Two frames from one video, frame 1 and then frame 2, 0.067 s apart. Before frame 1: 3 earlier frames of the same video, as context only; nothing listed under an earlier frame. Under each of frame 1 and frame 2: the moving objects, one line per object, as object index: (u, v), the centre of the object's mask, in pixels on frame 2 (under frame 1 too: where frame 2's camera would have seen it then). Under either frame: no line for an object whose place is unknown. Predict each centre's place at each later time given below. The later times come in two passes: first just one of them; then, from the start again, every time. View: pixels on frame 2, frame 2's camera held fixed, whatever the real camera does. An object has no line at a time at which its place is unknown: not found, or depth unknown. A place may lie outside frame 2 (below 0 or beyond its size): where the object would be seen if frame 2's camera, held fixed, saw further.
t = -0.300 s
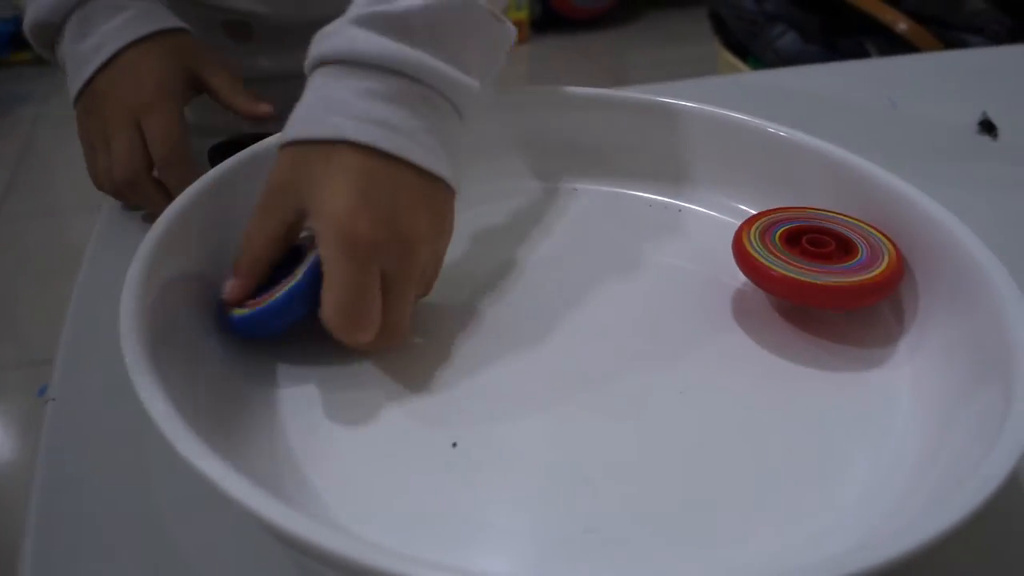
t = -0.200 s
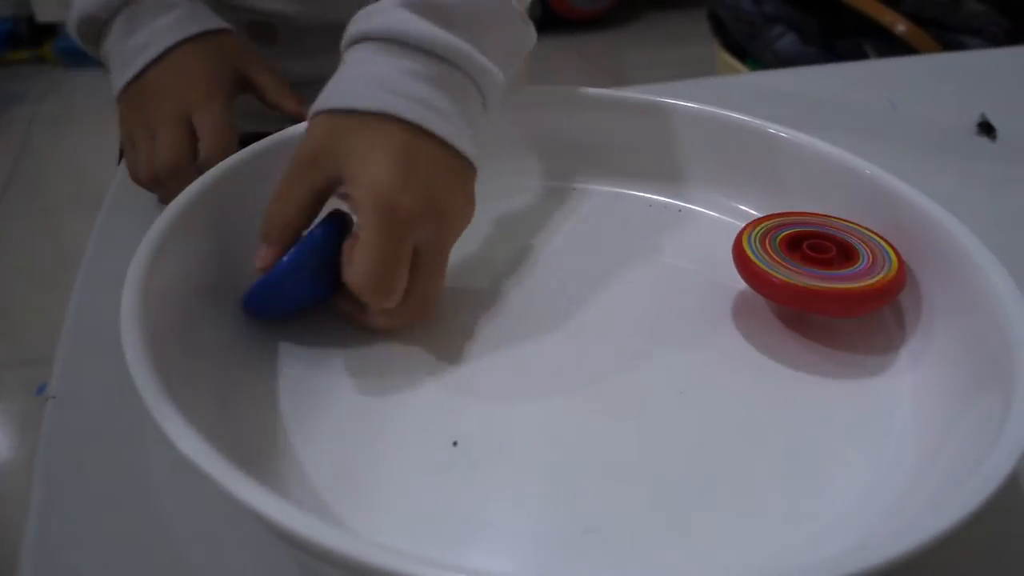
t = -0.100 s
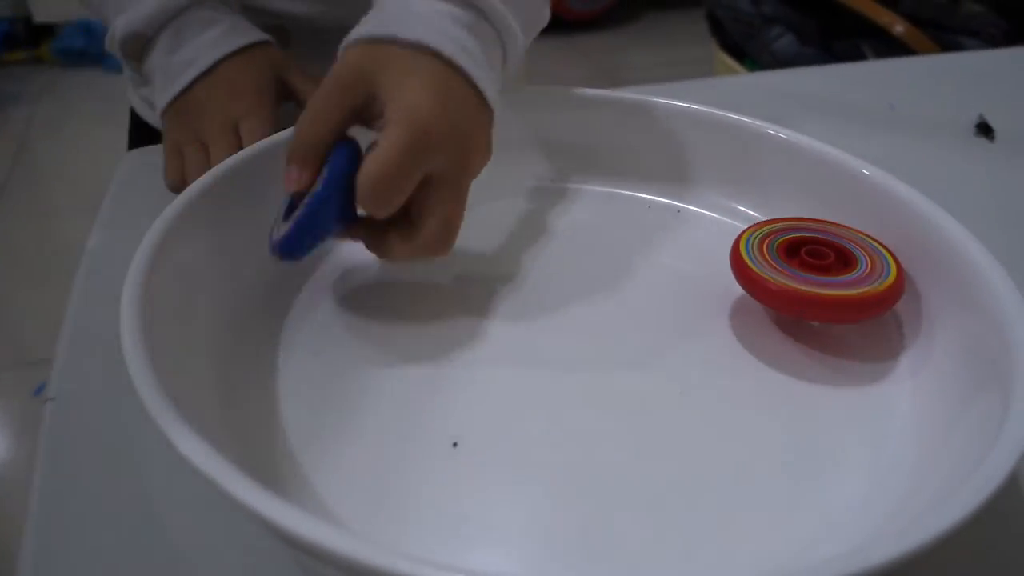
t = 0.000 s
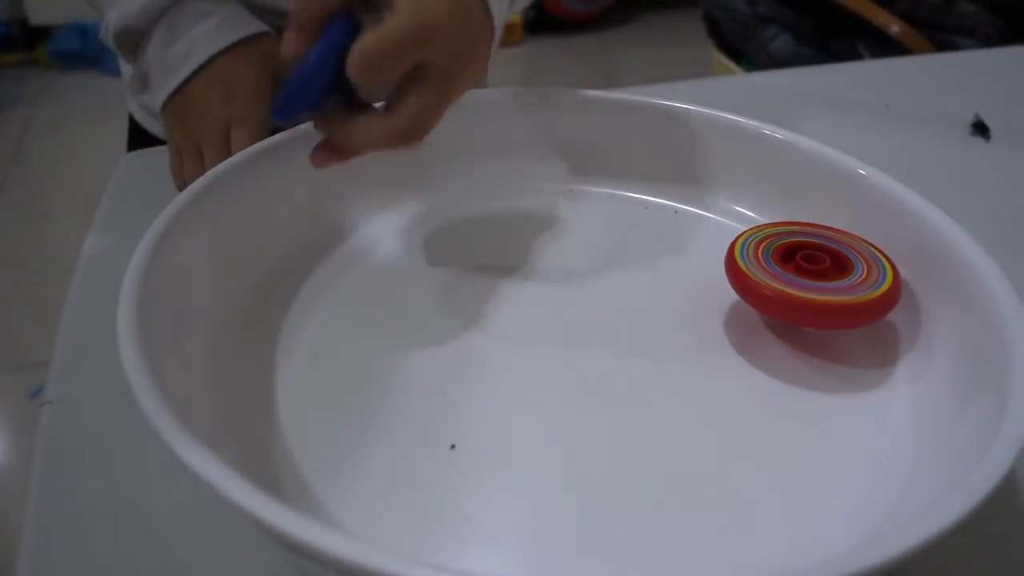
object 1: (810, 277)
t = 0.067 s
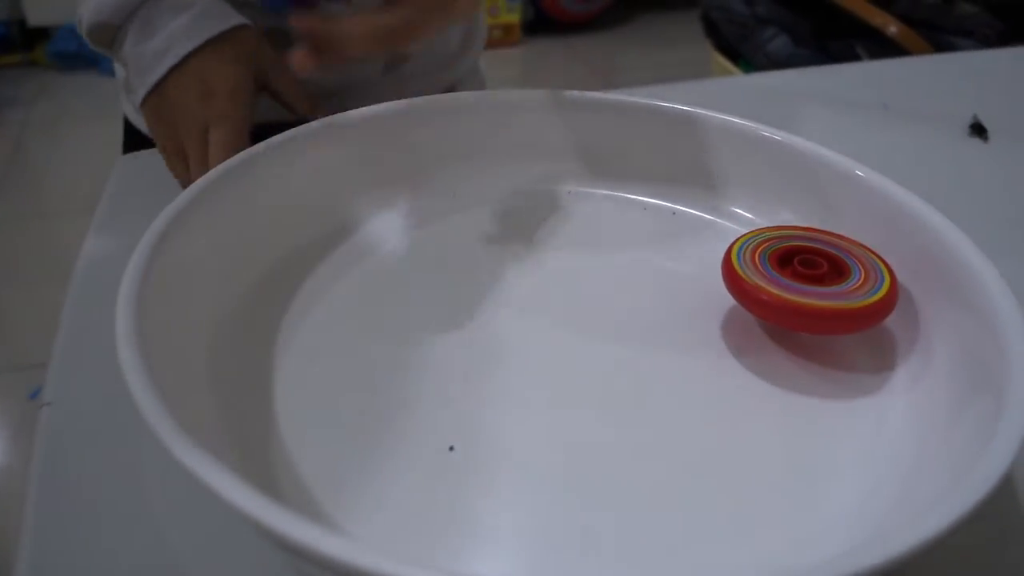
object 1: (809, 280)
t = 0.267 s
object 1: (808, 289)
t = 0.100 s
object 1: (809, 281)
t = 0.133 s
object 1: (808, 283)
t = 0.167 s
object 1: (808, 285)
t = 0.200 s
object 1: (808, 286)
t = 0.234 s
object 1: (808, 288)
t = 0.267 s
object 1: (808, 289)
